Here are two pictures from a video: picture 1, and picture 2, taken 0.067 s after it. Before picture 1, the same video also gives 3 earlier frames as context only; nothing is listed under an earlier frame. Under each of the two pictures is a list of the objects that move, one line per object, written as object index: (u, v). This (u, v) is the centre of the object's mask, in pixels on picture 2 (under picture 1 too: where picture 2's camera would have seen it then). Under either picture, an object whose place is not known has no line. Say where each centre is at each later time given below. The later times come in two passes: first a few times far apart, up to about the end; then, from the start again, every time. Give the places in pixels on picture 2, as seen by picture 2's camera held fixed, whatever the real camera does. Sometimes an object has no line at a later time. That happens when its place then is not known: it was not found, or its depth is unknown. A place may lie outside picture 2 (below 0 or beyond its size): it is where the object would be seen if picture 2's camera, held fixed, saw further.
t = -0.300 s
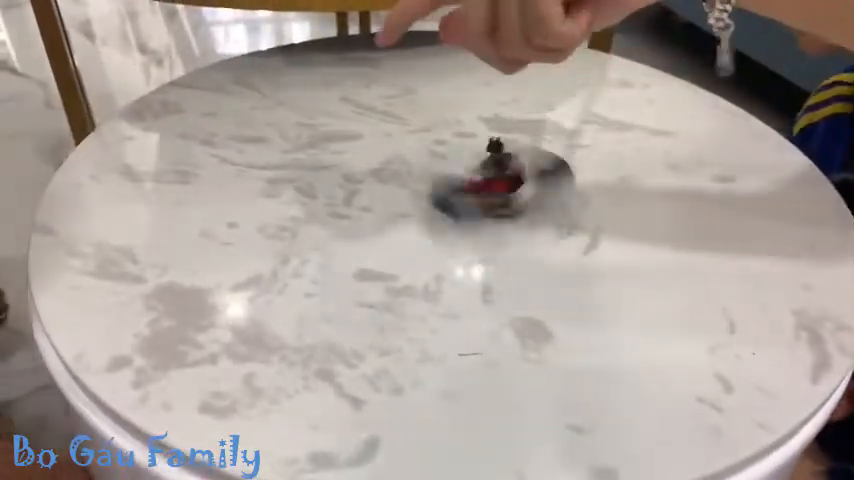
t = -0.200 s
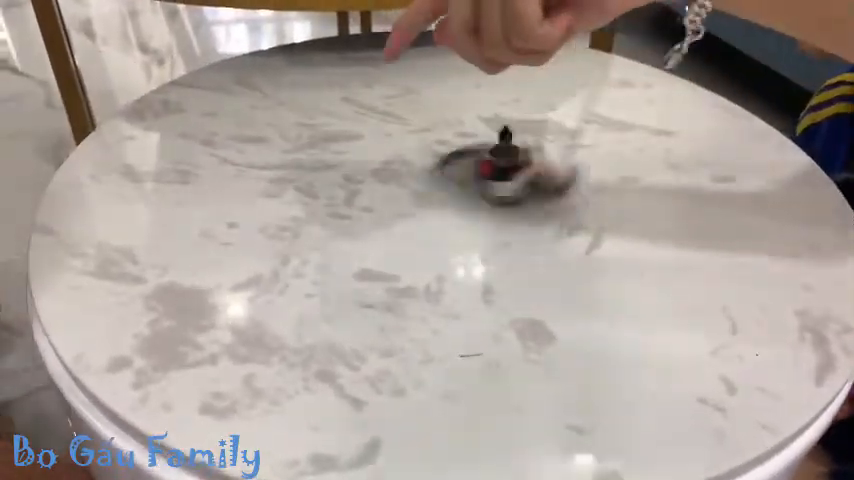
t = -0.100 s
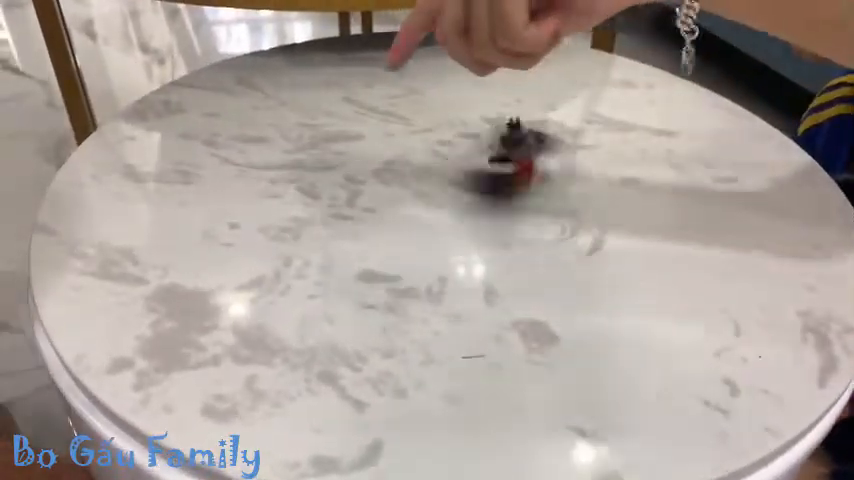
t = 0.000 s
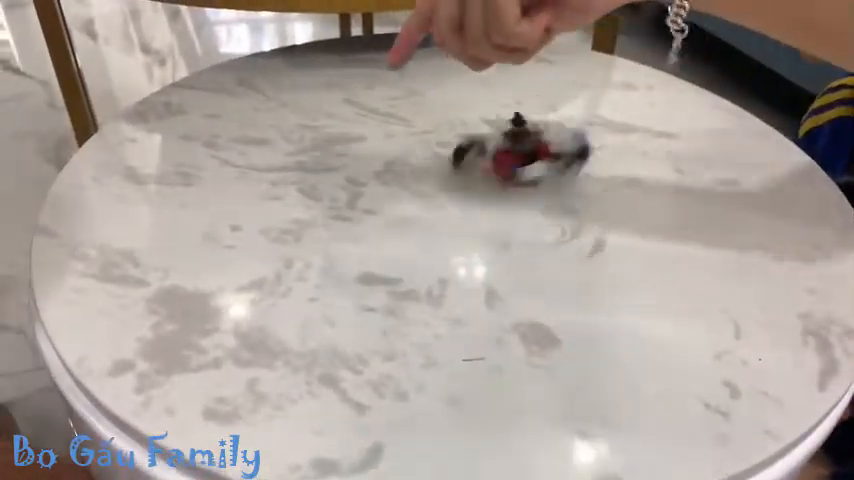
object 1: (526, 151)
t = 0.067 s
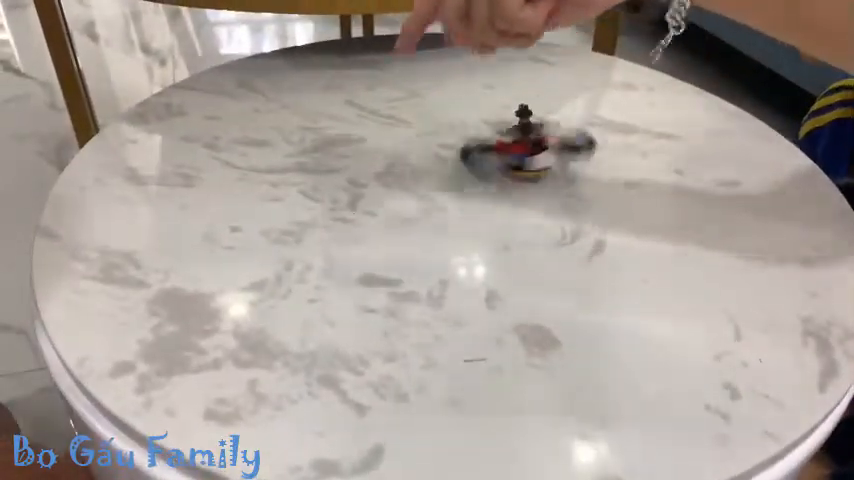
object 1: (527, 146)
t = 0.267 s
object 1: (550, 132)
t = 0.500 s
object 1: (577, 118)
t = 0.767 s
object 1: (612, 109)
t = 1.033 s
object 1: (657, 105)
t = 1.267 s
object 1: (697, 106)
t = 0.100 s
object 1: (528, 144)
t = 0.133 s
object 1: (537, 142)
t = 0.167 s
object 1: (541, 140)
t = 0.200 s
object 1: (541, 136)
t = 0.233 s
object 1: (546, 136)
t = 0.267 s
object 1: (550, 132)
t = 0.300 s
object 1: (553, 131)
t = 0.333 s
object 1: (556, 127)
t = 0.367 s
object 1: (560, 125)
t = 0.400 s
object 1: (567, 124)
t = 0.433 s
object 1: (571, 122)
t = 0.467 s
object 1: (576, 119)
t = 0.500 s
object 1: (577, 118)
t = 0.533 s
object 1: (585, 117)
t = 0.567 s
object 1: (584, 117)
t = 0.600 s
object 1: (593, 114)
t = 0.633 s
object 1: (596, 113)
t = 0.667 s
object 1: (603, 113)
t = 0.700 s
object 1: (602, 112)
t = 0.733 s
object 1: (612, 110)
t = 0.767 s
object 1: (612, 109)
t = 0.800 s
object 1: (620, 110)
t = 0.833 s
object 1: (625, 109)
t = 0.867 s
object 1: (631, 107)
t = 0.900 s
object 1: (635, 107)
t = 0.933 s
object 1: (634, 106)
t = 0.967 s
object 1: (645, 107)
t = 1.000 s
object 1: (651, 105)
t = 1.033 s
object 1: (657, 105)
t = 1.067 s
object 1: (660, 106)
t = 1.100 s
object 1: (669, 106)
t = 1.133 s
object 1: (672, 104)
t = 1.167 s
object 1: (681, 104)
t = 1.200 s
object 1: (683, 104)
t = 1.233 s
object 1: (686, 103)
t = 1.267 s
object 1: (697, 106)
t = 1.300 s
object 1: (700, 107)
